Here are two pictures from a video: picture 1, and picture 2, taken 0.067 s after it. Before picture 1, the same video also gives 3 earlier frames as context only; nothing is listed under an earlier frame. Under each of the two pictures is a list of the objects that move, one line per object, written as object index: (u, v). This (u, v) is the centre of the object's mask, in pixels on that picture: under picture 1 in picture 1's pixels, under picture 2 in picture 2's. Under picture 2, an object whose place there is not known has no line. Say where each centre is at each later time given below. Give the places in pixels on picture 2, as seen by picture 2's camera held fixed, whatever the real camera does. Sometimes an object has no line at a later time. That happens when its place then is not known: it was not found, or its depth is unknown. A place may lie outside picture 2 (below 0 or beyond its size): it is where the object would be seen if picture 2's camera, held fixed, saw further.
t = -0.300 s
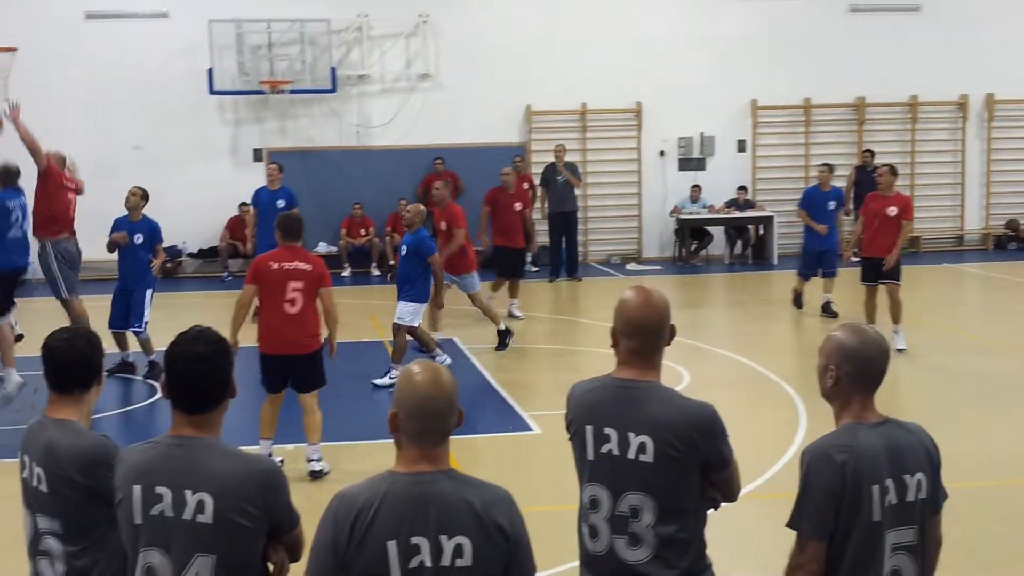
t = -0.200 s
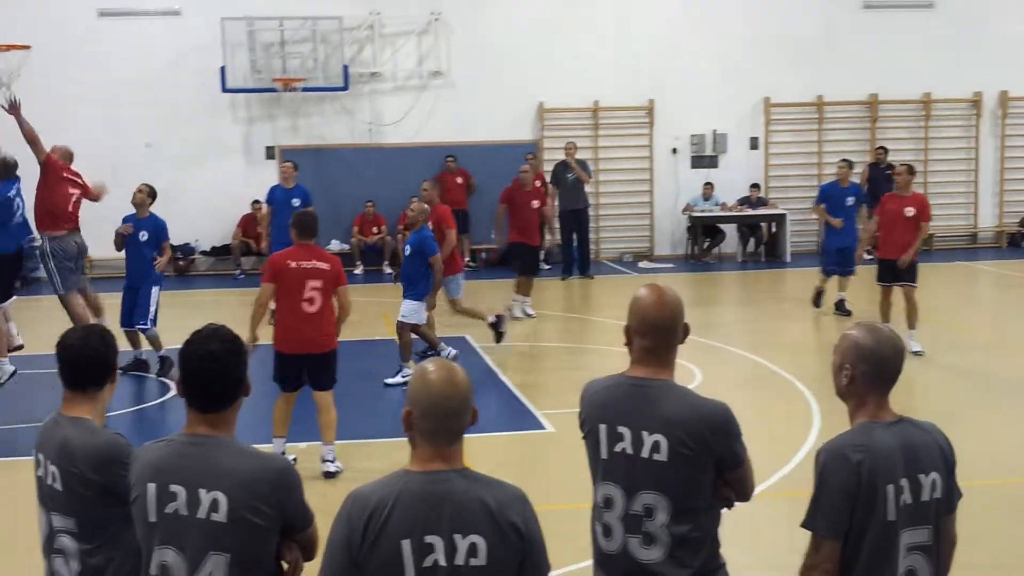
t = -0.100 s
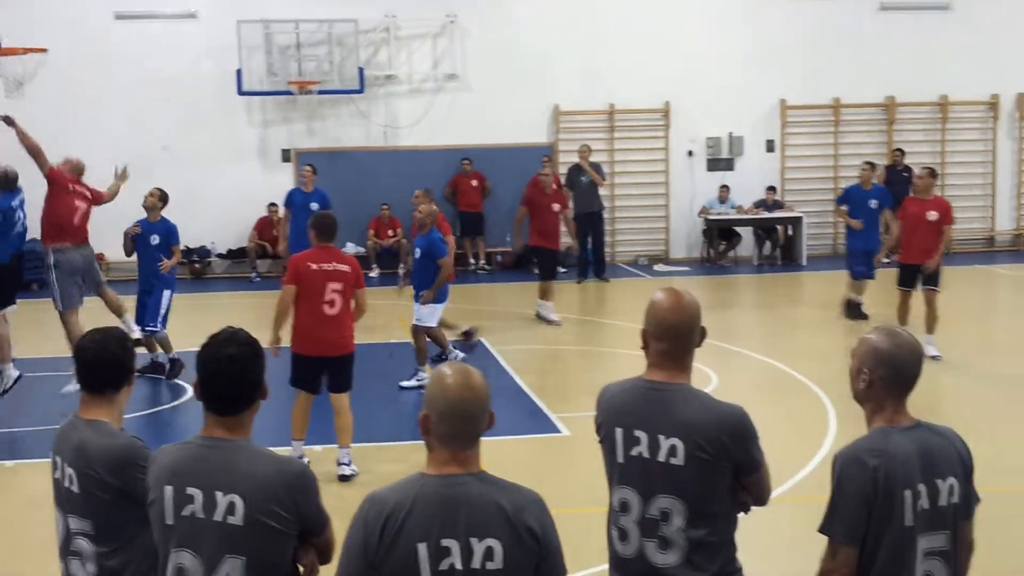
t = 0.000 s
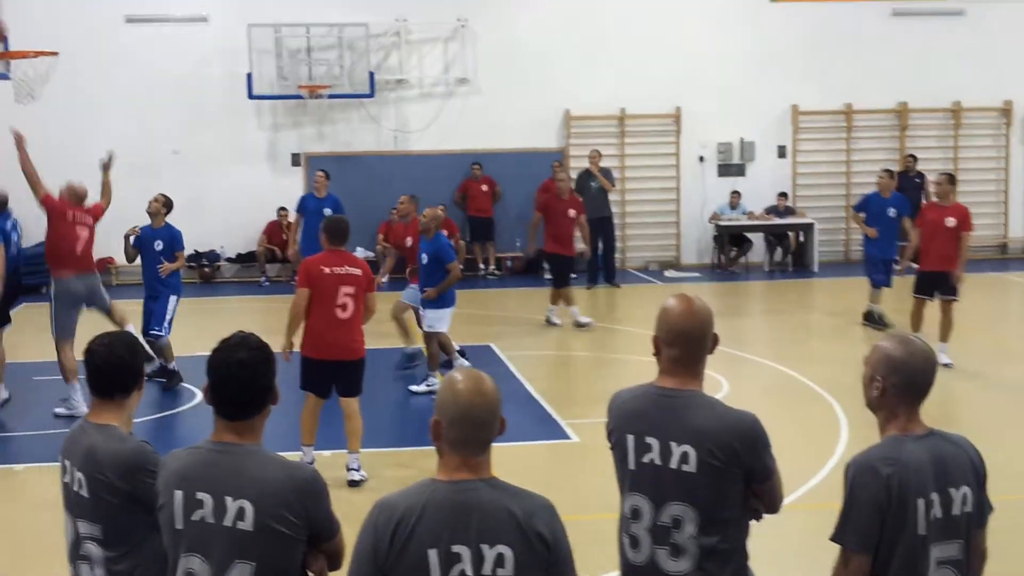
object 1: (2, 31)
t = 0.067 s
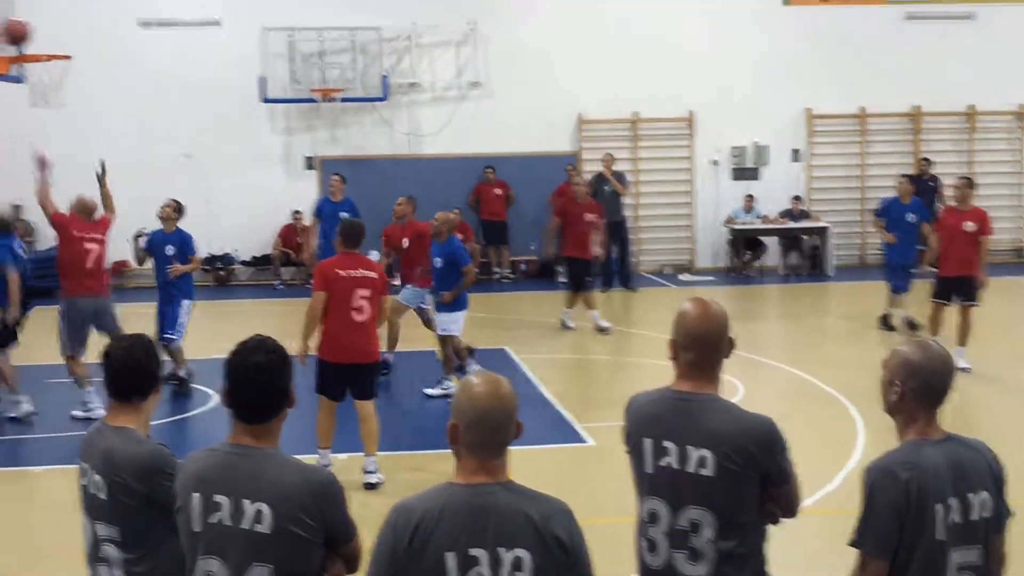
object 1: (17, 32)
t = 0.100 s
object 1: (20, 32)
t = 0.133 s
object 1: (28, 34)
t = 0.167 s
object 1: (34, 38)
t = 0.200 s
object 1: (42, 42)
